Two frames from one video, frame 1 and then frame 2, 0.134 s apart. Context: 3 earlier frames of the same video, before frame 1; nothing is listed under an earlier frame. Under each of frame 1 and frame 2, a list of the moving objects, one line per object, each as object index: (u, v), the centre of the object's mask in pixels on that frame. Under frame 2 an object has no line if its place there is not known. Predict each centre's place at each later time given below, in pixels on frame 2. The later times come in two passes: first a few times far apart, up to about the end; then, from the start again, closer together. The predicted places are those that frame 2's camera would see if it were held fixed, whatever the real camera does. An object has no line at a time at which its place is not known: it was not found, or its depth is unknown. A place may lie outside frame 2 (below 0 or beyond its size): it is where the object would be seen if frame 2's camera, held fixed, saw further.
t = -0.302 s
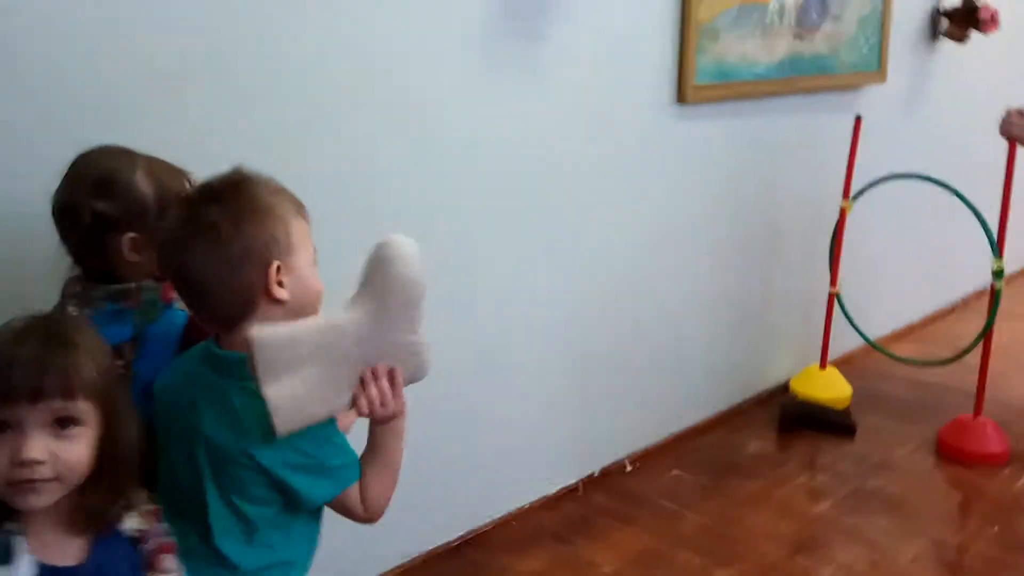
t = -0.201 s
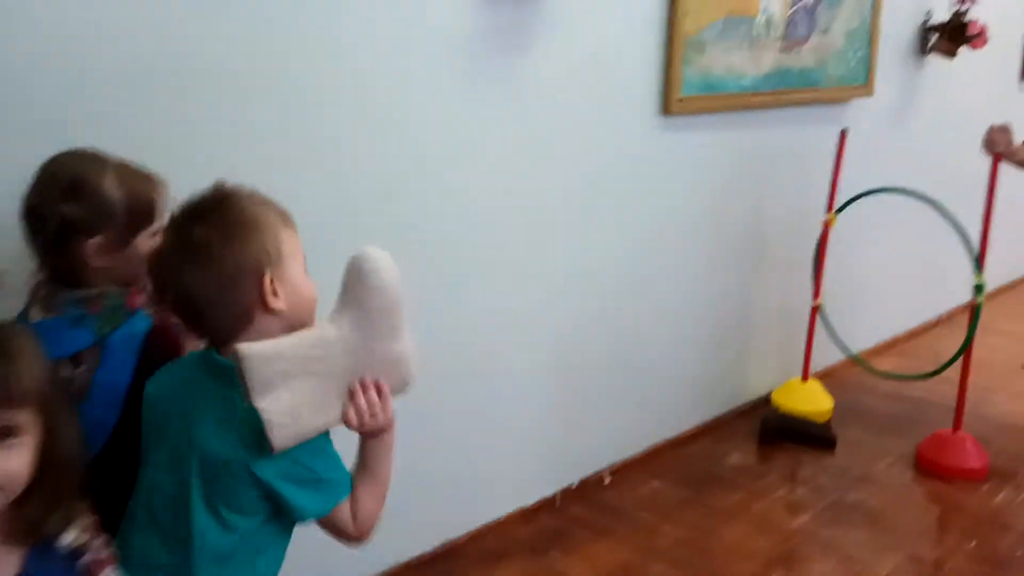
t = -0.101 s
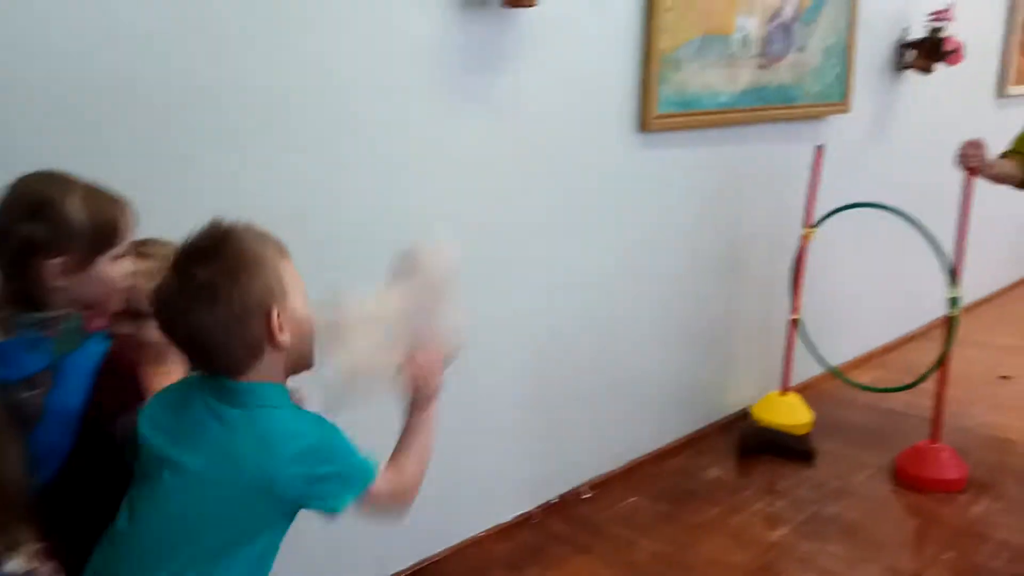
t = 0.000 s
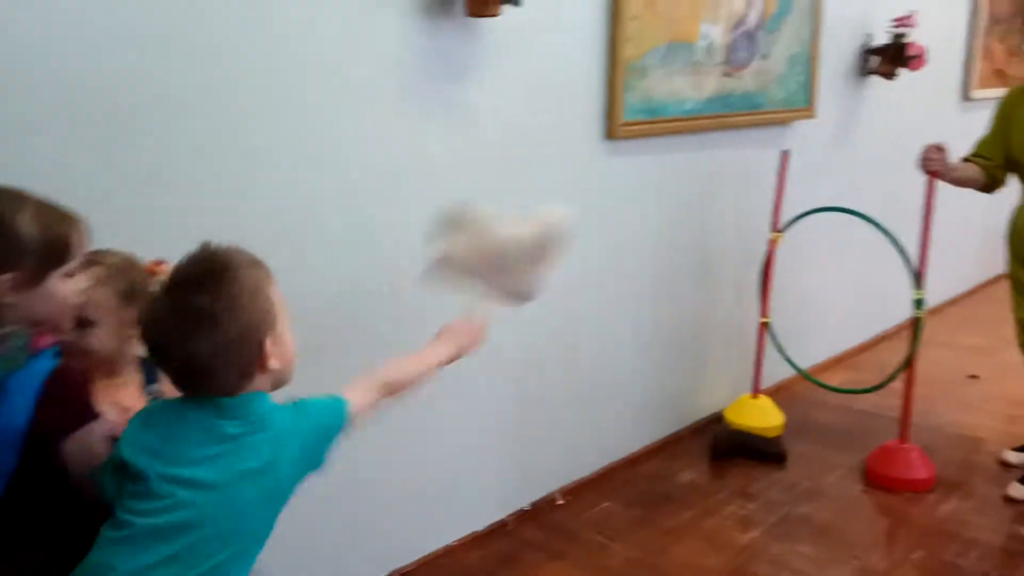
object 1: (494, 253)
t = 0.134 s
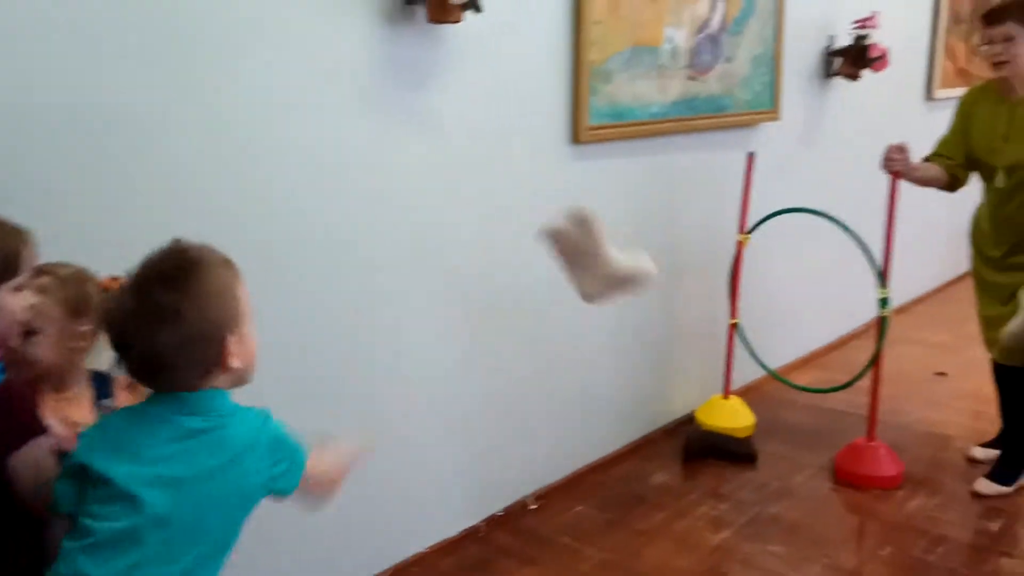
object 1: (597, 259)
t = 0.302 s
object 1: (692, 352)
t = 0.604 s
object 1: (786, 412)
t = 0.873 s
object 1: (877, 410)
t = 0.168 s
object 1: (621, 272)
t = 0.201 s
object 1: (641, 288)
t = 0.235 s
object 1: (660, 308)
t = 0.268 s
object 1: (677, 330)
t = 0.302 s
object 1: (692, 352)
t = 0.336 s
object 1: (704, 375)
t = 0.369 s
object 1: (716, 408)
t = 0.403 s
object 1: (726, 431)
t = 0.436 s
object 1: (741, 425)
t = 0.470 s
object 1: (755, 422)
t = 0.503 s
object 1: (764, 417)
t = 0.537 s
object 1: (773, 414)
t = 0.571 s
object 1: (780, 412)
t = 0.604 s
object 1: (786, 412)
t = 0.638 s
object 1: (797, 406)
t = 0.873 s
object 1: (877, 410)
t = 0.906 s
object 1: (881, 407)
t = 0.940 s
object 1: (887, 405)
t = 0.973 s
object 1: (895, 404)
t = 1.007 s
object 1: (897, 403)
